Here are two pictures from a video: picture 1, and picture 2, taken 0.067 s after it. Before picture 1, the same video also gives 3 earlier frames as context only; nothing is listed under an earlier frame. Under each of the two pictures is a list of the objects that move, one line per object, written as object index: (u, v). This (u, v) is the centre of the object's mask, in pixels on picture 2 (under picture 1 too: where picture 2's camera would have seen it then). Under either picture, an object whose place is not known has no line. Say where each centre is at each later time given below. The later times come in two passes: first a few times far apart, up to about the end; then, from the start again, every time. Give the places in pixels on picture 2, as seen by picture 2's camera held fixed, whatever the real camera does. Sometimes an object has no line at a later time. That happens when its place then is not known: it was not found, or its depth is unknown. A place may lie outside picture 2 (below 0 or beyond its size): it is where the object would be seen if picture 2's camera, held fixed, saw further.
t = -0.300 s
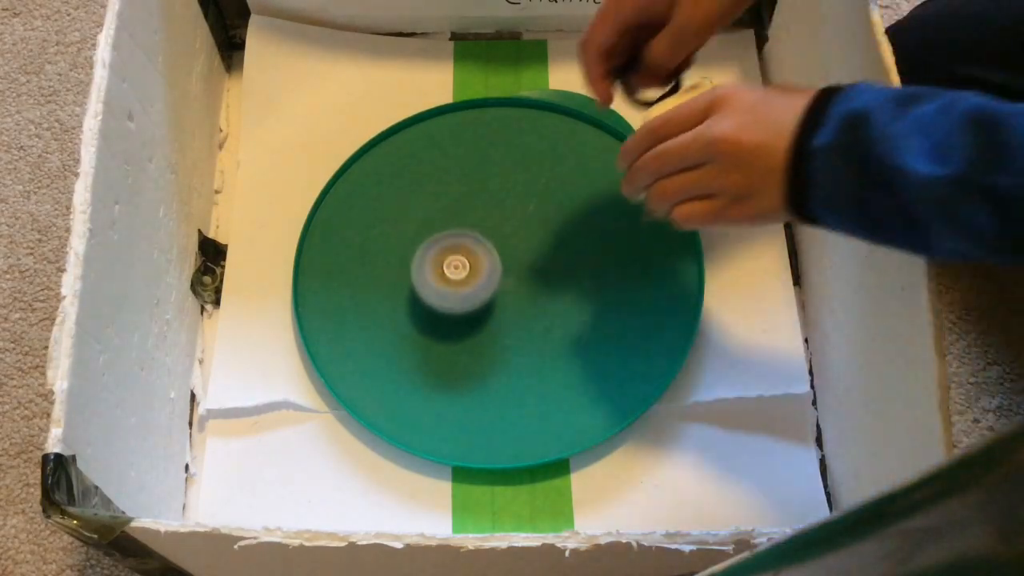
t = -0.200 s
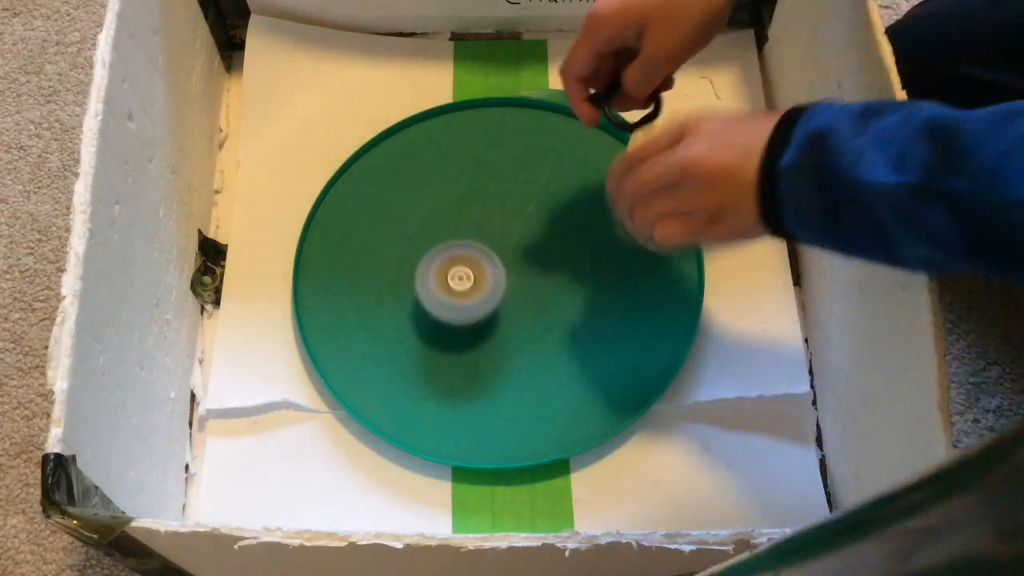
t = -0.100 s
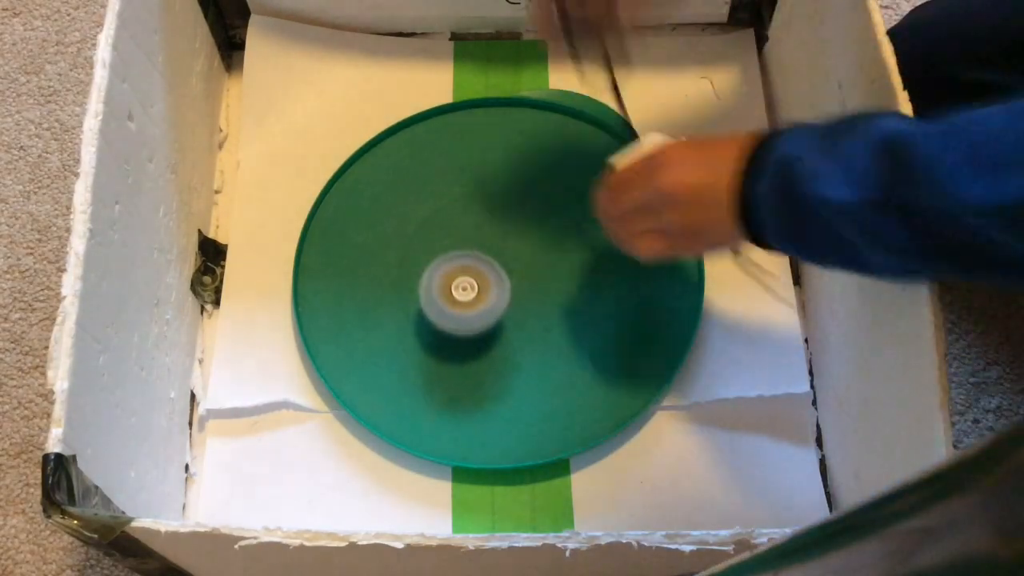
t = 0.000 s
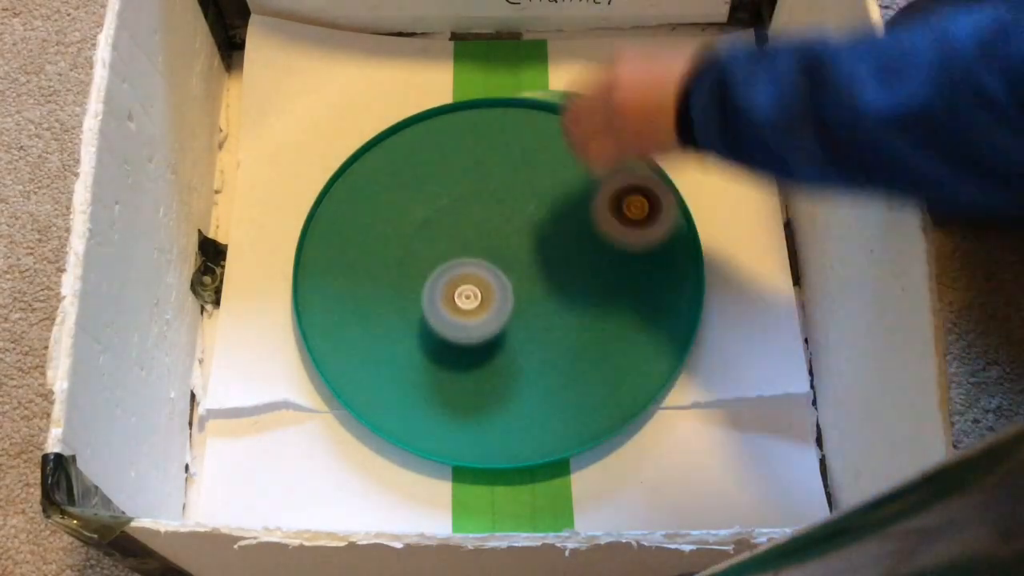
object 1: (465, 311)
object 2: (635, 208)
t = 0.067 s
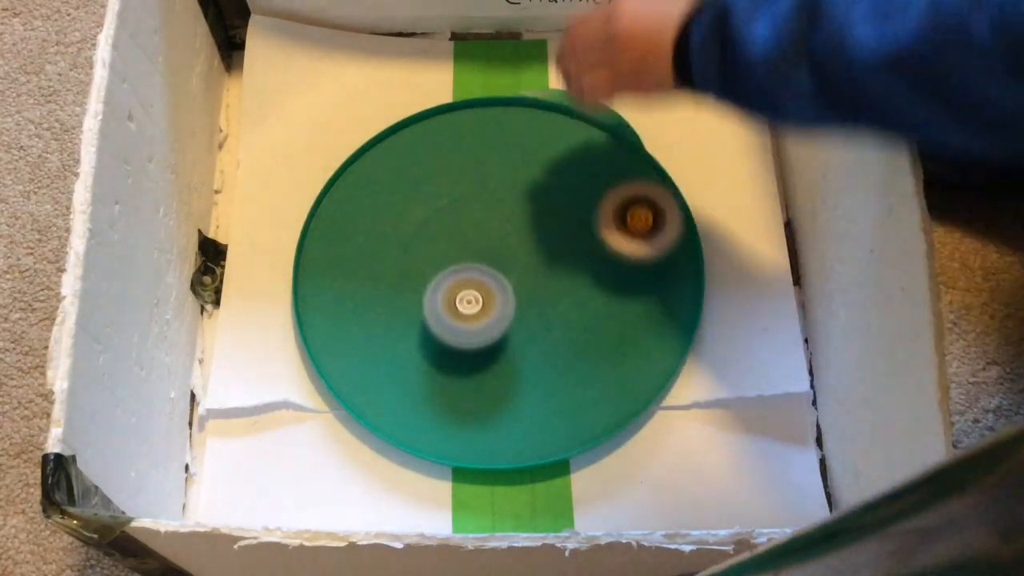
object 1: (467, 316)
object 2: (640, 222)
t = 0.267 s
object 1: (474, 323)
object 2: (616, 322)
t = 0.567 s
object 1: (484, 320)
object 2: (421, 410)
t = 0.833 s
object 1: (490, 307)
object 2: (307, 295)
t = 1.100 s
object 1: (484, 293)
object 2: (363, 162)
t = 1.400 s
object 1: (464, 281)
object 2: (530, 151)
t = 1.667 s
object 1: (442, 270)
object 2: (602, 272)
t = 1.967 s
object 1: (429, 262)
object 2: (490, 396)
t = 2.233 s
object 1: (431, 266)
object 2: (352, 365)
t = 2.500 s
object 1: (443, 277)
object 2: (327, 247)
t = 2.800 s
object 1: (461, 289)
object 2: (437, 165)
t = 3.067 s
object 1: (478, 295)
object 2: (558, 193)
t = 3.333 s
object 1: (486, 287)
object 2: (596, 299)
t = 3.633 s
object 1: (321, 268)
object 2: (639, 346)
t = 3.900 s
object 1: (310, 241)
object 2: (568, 329)
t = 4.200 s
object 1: (352, 242)
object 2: (469, 264)
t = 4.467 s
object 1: (321, 230)
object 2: (548, 225)
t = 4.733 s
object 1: (335, 252)
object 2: (597, 229)
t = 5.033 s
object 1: (427, 295)
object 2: (532, 258)
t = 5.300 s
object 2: (650, 100)
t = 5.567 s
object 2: (713, 57)
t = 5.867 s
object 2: (707, 84)
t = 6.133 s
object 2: (709, 84)
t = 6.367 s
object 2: (709, 84)
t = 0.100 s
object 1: (468, 318)
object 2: (639, 232)
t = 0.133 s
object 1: (469, 320)
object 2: (638, 245)
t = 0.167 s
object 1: (470, 321)
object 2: (635, 261)
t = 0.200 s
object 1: (472, 322)
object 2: (632, 280)
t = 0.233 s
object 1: (473, 323)
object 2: (626, 300)
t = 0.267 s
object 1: (474, 323)
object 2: (616, 322)
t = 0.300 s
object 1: (475, 323)
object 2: (603, 343)
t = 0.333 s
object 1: (476, 323)
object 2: (587, 362)
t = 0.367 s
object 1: (478, 323)
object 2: (566, 379)
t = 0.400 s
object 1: (478, 323)
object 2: (543, 393)
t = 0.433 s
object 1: (479, 320)
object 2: (519, 403)
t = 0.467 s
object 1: (480, 319)
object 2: (495, 410)
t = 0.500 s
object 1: (482, 318)
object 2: (470, 413)
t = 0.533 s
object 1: (483, 319)
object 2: (445, 413)
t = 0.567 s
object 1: (484, 320)
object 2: (421, 410)
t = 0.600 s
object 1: (485, 318)
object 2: (397, 405)
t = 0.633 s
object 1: (486, 317)
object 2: (376, 396)
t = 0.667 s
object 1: (488, 315)
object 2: (355, 385)
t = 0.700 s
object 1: (489, 314)
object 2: (342, 369)
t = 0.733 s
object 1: (489, 312)
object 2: (328, 351)
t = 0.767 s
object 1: (489, 311)
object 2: (317, 332)
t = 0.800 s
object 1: (490, 309)
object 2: (310, 314)
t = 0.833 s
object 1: (490, 307)
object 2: (307, 295)
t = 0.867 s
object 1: (490, 306)
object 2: (304, 275)
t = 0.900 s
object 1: (490, 304)
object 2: (304, 256)
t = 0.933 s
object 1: (489, 302)
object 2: (307, 238)
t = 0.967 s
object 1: (488, 301)
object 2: (314, 219)
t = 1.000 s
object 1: (487, 299)
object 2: (323, 202)
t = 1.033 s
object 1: (486, 297)
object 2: (335, 186)
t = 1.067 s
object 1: (485, 295)
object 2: (348, 173)
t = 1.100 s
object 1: (484, 293)
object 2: (363, 162)
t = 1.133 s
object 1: (483, 292)
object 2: (381, 151)
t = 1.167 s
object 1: (481, 290)
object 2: (398, 143)
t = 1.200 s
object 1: (480, 289)
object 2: (417, 138)
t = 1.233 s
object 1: (478, 287)
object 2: (436, 134)
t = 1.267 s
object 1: (475, 285)
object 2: (456, 133)
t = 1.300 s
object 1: (473, 284)
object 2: (475, 134)
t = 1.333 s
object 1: (470, 283)
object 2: (493, 138)
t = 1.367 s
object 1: (467, 282)
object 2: (512, 143)
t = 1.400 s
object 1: (464, 281)
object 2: (530, 151)
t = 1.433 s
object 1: (462, 279)
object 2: (547, 161)
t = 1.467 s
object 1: (459, 279)
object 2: (562, 172)
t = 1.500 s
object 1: (456, 277)
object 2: (575, 186)
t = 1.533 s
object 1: (453, 275)
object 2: (585, 201)
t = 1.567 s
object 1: (450, 274)
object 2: (594, 218)
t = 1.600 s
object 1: (448, 273)
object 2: (599, 236)
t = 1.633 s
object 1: (445, 271)
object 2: (602, 253)
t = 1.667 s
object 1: (442, 270)
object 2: (602, 272)
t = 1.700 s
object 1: (441, 268)
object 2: (599, 290)
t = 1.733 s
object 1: (439, 267)
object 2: (593, 308)
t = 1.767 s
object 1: (437, 266)
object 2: (585, 326)
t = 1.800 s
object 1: (435, 265)
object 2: (574, 342)
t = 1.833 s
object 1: (434, 264)
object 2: (560, 357)
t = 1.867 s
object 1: (432, 263)
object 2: (545, 370)
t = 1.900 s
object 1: (431, 263)
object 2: (527, 381)
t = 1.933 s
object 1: (430, 262)
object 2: (509, 390)
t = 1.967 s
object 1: (429, 262)
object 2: (490, 396)
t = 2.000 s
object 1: (429, 262)
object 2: (470, 401)
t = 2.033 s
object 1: (428, 262)
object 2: (449, 404)
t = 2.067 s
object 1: (428, 262)
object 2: (430, 402)
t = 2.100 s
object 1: (429, 263)
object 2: (412, 398)
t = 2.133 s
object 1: (429, 263)
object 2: (395, 392)
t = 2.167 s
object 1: (429, 264)
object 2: (380, 385)
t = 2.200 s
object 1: (430, 265)
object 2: (365, 376)
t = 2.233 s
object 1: (431, 266)
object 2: (352, 365)
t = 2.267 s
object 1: (432, 267)
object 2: (341, 352)
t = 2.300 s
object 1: (434, 268)
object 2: (332, 338)
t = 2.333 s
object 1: (435, 270)
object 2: (325, 325)
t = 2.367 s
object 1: (437, 271)
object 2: (321, 308)
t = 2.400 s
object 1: (438, 273)
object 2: (319, 294)
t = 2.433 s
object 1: (439, 274)
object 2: (319, 279)
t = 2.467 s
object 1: (441, 275)
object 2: (321, 262)
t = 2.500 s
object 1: (443, 277)
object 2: (327, 247)
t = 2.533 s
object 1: (445, 278)
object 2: (333, 233)
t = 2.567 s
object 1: (446, 280)
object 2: (341, 220)
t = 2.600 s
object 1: (448, 282)
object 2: (352, 208)
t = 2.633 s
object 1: (450, 283)
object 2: (363, 197)
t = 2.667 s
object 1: (452, 285)
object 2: (376, 188)
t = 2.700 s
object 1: (454, 285)
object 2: (390, 180)
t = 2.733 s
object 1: (456, 287)
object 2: (405, 174)
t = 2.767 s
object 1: (459, 288)
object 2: (421, 168)
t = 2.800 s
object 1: (461, 289)
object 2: (437, 165)
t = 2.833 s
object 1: (463, 290)
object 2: (454, 163)
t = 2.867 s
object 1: (465, 291)
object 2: (470, 163)
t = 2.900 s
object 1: (467, 292)
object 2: (486, 163)
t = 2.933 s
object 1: (469, 293)
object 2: (503, 166)
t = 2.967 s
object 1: (472, 293)
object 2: (517, 171)
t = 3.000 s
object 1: (474, 294)
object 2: (532, 177)
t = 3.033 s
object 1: (476, 295)
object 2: (545, 184)
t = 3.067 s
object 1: (478, 295)
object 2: (558, 193)
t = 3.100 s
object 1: (481, 295)
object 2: (568, 203)
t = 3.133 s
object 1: (483, 295)
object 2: (577, 216)
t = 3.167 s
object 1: (485, 295)
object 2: (584, 228)
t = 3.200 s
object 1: (487, 295)
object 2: (589, 242)
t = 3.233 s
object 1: (489, 295)
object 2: (592, 257)
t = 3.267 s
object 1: (491, 294)
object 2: (592, 272)
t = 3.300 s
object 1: (493, 295)
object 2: (591, 286)
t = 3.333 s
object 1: (486, 287)
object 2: (596, 299)
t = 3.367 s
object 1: (463, 292)
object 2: (616, 306)
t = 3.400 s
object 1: (440, 292)
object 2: (632, 312)
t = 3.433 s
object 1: (418, 298)
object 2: (645, 319)
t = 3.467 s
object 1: (399, 296)
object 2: (653, 326)
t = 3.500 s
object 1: (380, 293)
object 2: (662, 332)
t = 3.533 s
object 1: (363, 285)
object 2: (668, 339)
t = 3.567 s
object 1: (346, 280)
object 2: (657, 342)
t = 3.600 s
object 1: (334, 277)
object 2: (647, 344)
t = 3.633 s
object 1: (321, 268)
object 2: (639, 346)
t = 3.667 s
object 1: (308, 262)
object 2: (632, 347)
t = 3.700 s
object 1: (308, 258)
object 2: (625, 347)
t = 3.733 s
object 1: (310, 251)
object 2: (618, 346)
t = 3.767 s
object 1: (311, 251)
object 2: (611, 344)
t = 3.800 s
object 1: (311, 250)
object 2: (602, 341)
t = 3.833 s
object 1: (309, 245)
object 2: (592, 338)
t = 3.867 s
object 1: (310, 243)
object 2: (580, 333)
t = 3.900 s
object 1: (310, 241)
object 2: (568, 329)
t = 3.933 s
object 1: (311, 240)
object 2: (556, 323)
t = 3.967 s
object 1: (313, 238)
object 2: (543, 317)
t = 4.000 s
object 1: (315, 237)
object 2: (531, 310)
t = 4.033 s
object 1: (319, 236)
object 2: (520, 303)
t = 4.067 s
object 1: (323, 235)
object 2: (509, 295)
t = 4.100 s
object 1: (329, 234)
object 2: (498, 287)
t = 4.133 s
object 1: (336, 244)
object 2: (489, 279)
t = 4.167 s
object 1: (343, 244)
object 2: (479, 271)
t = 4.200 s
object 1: (352, 242)
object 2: (469, 264)
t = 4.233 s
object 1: (363, 244)
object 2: (459, 257)
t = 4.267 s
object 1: (355, 242)
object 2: (470, 250)
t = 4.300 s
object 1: (340, 240)
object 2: (490, 245)
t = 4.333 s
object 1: (328, 237)
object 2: (506, 240)
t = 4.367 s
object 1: (318, 235)
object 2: (517, 235)
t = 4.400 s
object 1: (313, 224)
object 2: (528, 230)
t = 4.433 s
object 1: (317, 235)
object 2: (538, 227)
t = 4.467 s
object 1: (321, 230)
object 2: (548, 225)
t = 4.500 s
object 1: (320, 237)
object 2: (558, 223)
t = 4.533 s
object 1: (319, 239)
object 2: (567, 222)
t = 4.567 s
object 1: (321, 233)
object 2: (576, 221)
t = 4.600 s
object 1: (321, 230)
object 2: (584, 221)
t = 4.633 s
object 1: (322, 232)
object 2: (589, 222)
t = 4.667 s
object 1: (326, 237)
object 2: (593, 223)
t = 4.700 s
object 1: (331, 241)
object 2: (596, 226)
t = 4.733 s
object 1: (335, 252)
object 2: (597, 229)
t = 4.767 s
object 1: (340, 256)
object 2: (597, 233)
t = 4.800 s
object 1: (347, 258)
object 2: (594, 238)
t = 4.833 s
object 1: (357, 263)
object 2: (589, 241)
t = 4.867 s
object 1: (367, 267)
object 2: (583, 244)
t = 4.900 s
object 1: (378, 272)
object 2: (576, 248)
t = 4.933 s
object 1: (389, 276)
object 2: (565, 252)
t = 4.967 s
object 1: (402, 283)
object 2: (555, 254)
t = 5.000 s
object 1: (414, 289)
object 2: (544, 256)
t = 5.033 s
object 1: (427, 295)
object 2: (532, 258)
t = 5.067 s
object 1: (429, 308)
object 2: (529, 251)
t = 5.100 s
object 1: (396, 347)
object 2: (558, 216)
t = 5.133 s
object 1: (364, 376)
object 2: (587, 181)
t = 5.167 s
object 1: (351, 395)
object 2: (614, 153)
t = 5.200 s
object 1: (347, 408)
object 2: (627, 134)
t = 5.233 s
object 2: (630, 127)
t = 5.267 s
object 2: (639, 114)
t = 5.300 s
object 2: (650, 100)
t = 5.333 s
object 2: (667, 88)
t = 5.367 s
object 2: (678, 81)
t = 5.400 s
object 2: (686, 69)
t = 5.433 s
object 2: (690, 58)
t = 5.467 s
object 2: (692, 49)
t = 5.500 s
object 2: (693, 35)
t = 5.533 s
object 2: (703, 42)
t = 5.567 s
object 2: (713, 57)
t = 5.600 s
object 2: (720, 65)
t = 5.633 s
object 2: (719, 77)
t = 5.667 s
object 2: (723, 84)
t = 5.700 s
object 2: (724, 87)
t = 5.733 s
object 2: (720, 86)
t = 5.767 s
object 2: (714, 87)
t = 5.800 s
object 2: (711, 86)
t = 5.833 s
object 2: (708, 84)
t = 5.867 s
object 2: (707, 84)
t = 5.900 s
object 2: (709, 83)
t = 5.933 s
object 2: (709, 83)
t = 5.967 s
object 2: (709, 84)
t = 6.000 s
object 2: (709, 84)
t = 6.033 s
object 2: (709, 83)
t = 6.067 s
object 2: (709, 84)
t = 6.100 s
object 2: (709, 84)
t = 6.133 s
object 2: (709, 84)
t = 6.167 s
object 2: (709, 83)
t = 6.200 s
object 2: (709, 83)
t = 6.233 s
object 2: (709, 84)
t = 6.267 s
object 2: (709, 83)
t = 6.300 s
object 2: (709, 85)
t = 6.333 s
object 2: (709, 83)
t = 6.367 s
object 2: (709, 84)
